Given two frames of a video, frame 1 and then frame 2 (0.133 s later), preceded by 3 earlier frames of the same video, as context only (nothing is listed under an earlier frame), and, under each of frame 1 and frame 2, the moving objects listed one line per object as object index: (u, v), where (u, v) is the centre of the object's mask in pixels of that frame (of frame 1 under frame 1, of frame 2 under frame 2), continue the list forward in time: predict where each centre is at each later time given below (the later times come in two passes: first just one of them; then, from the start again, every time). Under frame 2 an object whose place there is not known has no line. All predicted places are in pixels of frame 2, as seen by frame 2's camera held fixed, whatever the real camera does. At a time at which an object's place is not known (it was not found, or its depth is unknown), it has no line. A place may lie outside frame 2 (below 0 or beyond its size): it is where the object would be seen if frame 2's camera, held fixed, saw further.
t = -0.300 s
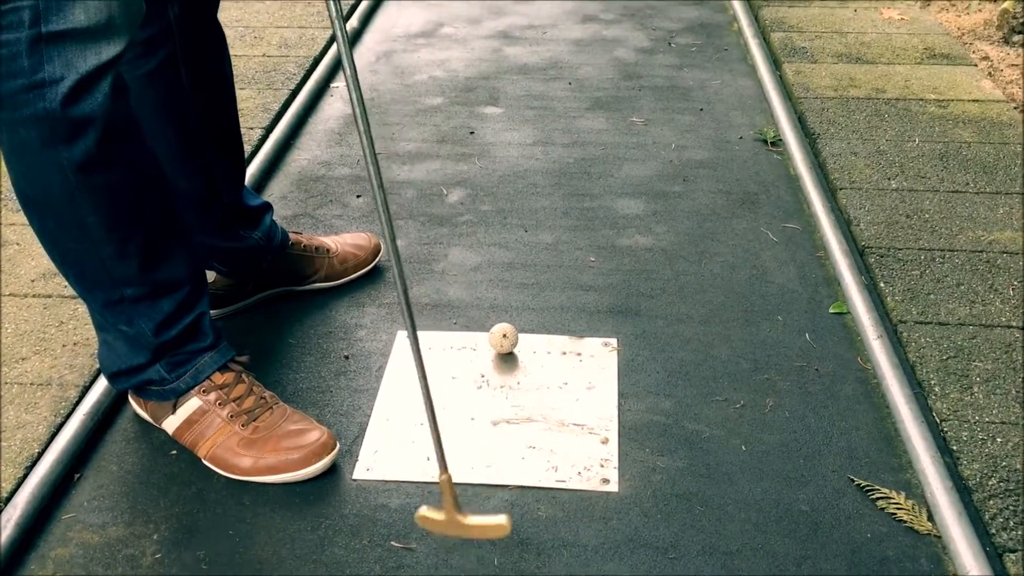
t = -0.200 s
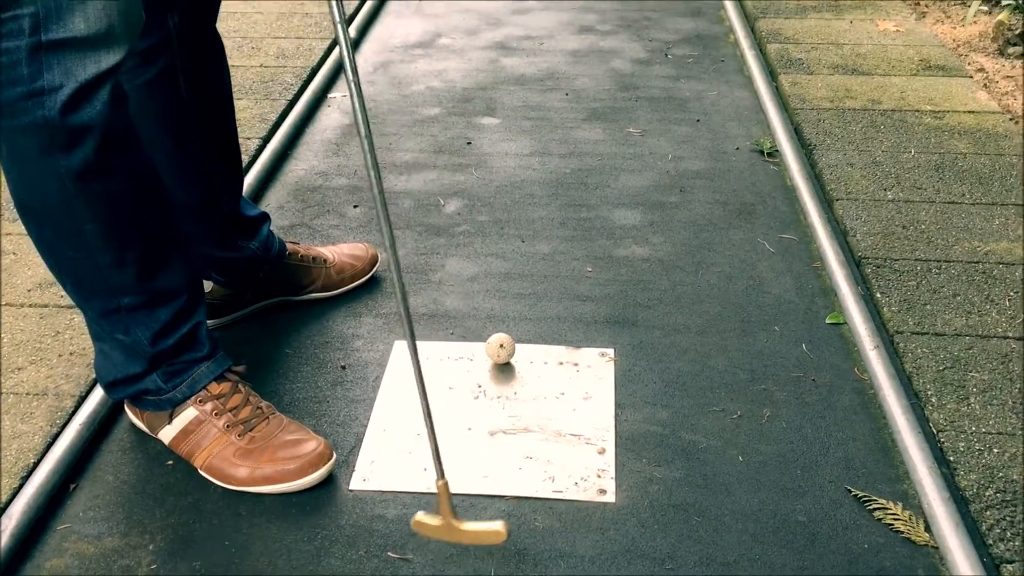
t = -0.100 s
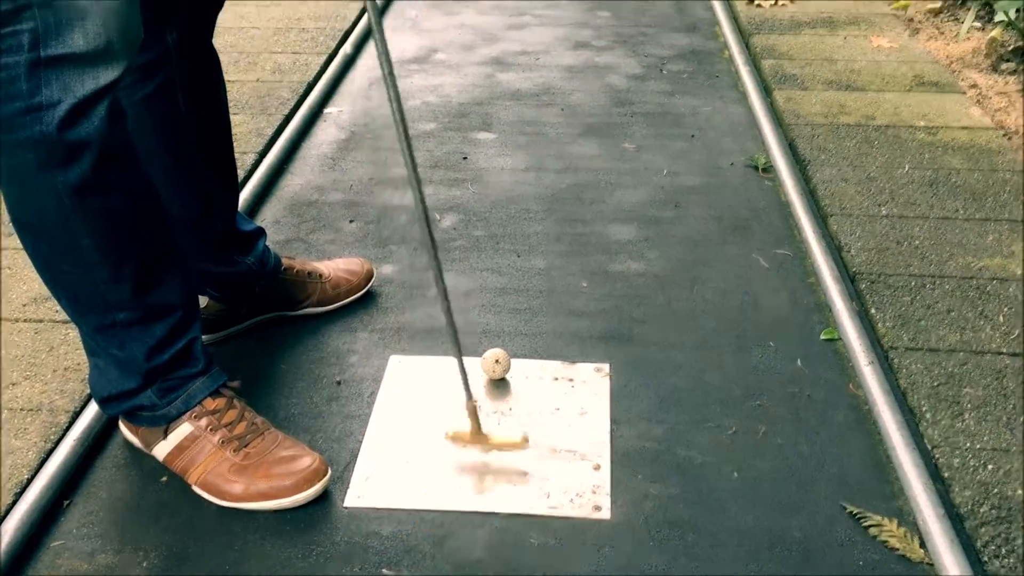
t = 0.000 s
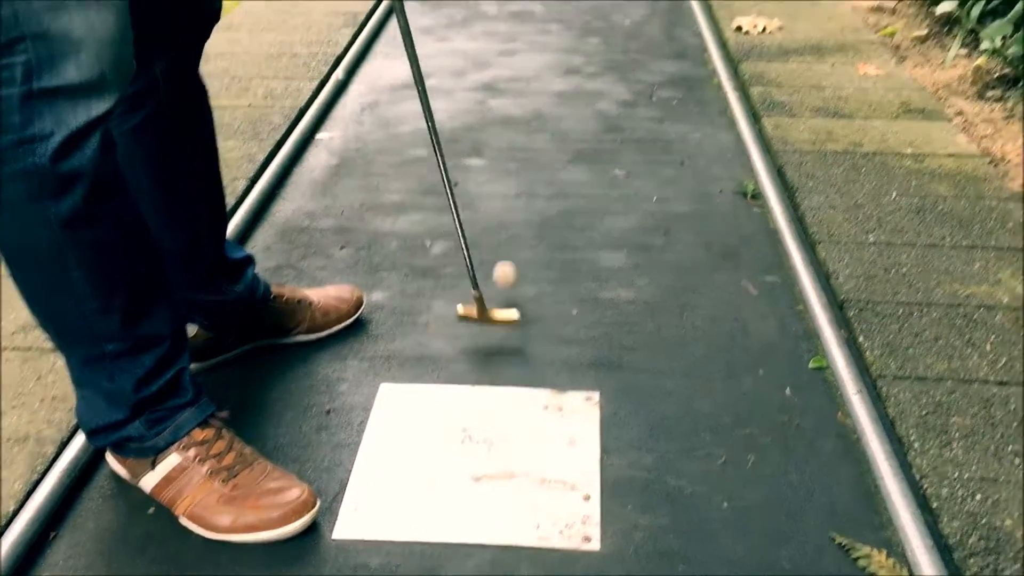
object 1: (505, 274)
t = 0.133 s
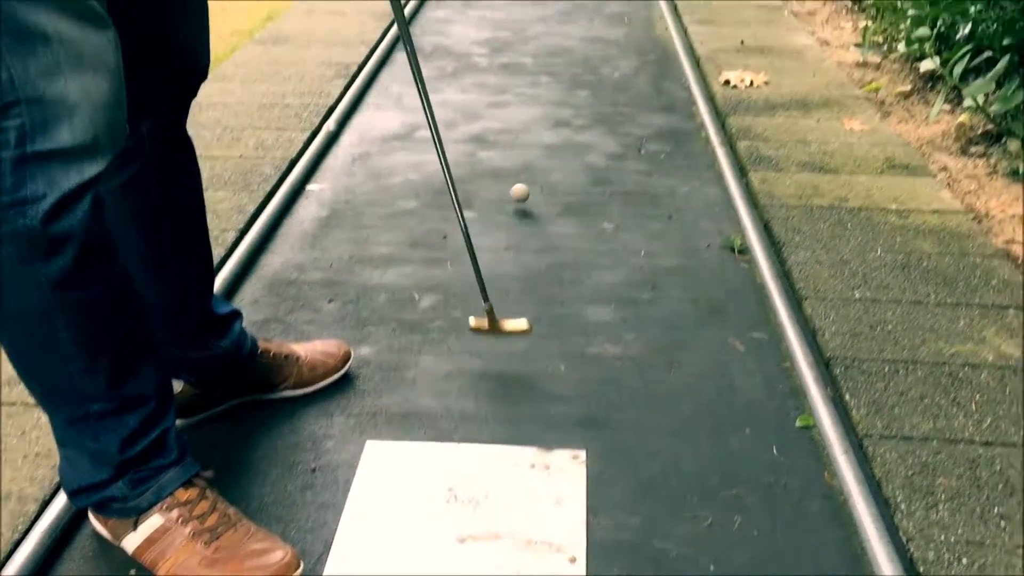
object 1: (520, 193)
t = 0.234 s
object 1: (531, 133)
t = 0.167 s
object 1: (524, 173)
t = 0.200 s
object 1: (528, 150)
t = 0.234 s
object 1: (531, 133)
